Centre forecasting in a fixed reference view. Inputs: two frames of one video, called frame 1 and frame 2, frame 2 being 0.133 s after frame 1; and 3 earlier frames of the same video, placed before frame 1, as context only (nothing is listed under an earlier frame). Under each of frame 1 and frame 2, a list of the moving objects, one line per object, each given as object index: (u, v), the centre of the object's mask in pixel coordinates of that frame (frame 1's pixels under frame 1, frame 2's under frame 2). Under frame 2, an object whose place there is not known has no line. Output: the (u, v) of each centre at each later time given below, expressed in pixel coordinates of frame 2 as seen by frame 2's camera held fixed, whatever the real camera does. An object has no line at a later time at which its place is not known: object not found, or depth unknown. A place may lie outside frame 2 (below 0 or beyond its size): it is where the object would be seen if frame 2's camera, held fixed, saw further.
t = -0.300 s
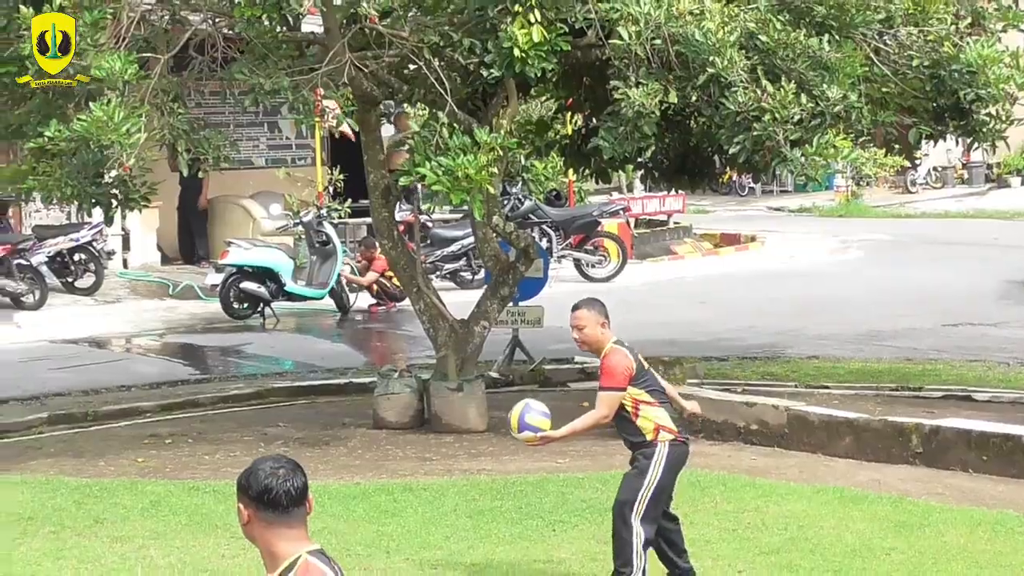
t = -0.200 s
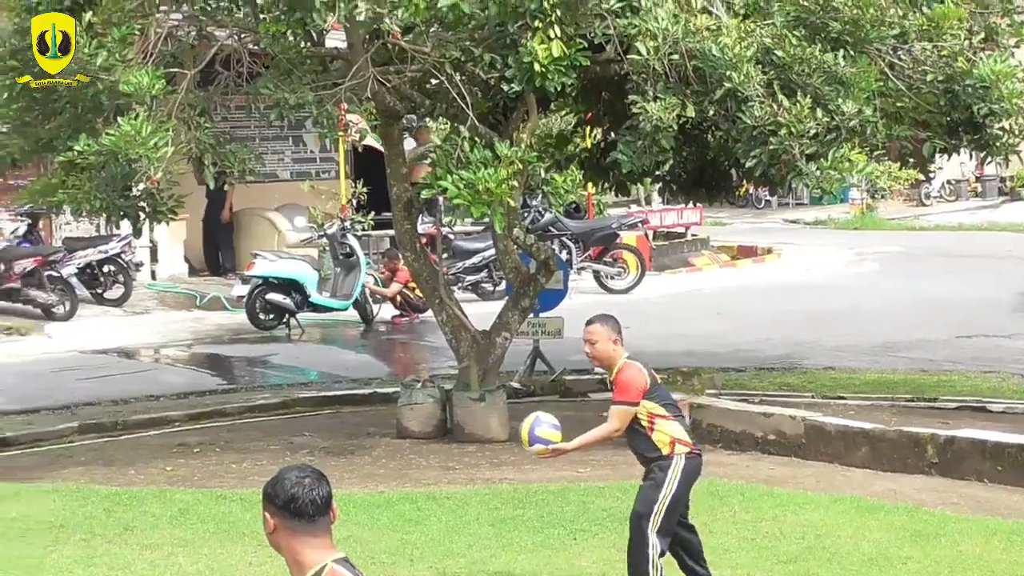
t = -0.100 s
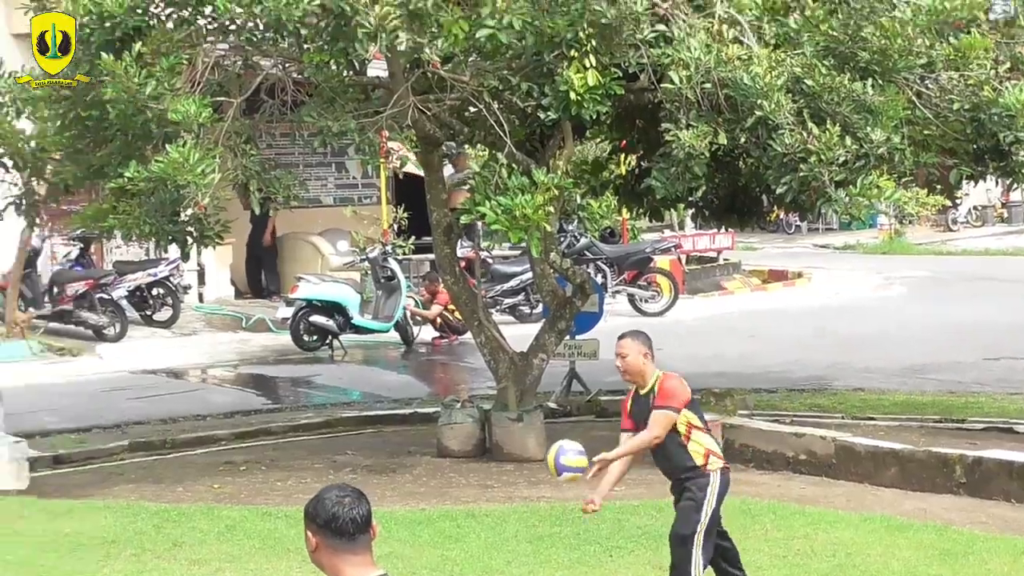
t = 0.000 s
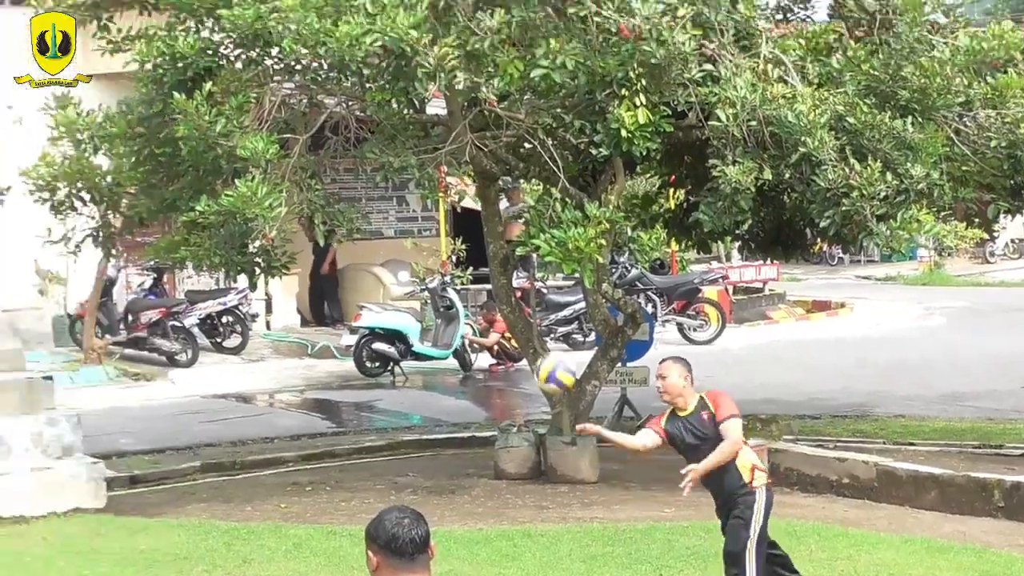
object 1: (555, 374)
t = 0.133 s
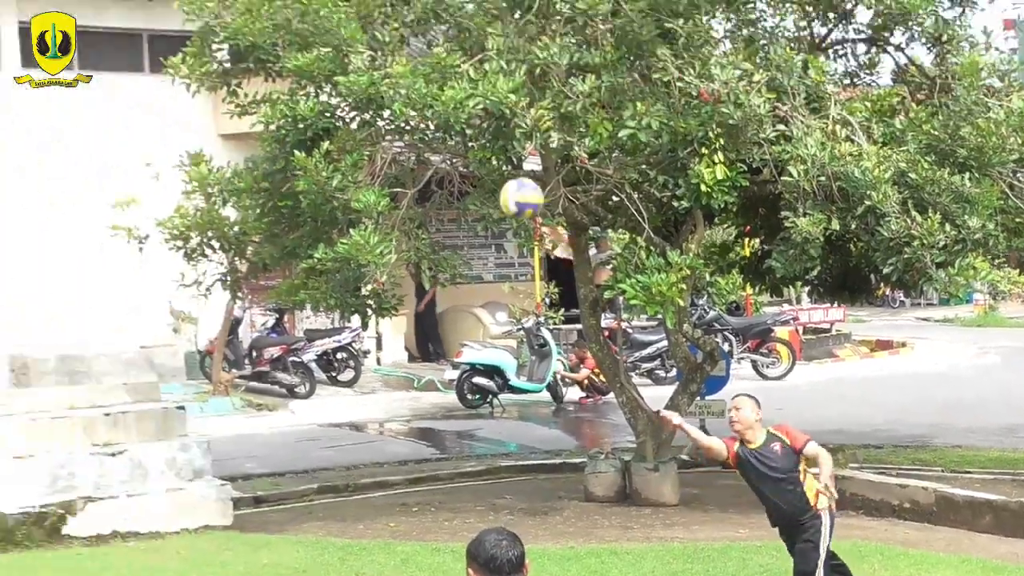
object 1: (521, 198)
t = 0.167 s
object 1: (483, 138)
